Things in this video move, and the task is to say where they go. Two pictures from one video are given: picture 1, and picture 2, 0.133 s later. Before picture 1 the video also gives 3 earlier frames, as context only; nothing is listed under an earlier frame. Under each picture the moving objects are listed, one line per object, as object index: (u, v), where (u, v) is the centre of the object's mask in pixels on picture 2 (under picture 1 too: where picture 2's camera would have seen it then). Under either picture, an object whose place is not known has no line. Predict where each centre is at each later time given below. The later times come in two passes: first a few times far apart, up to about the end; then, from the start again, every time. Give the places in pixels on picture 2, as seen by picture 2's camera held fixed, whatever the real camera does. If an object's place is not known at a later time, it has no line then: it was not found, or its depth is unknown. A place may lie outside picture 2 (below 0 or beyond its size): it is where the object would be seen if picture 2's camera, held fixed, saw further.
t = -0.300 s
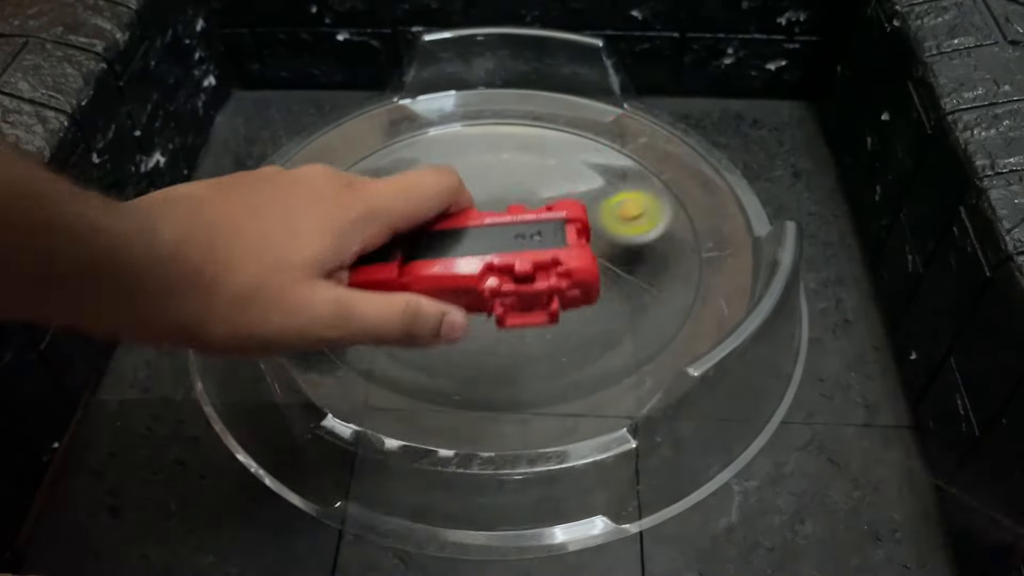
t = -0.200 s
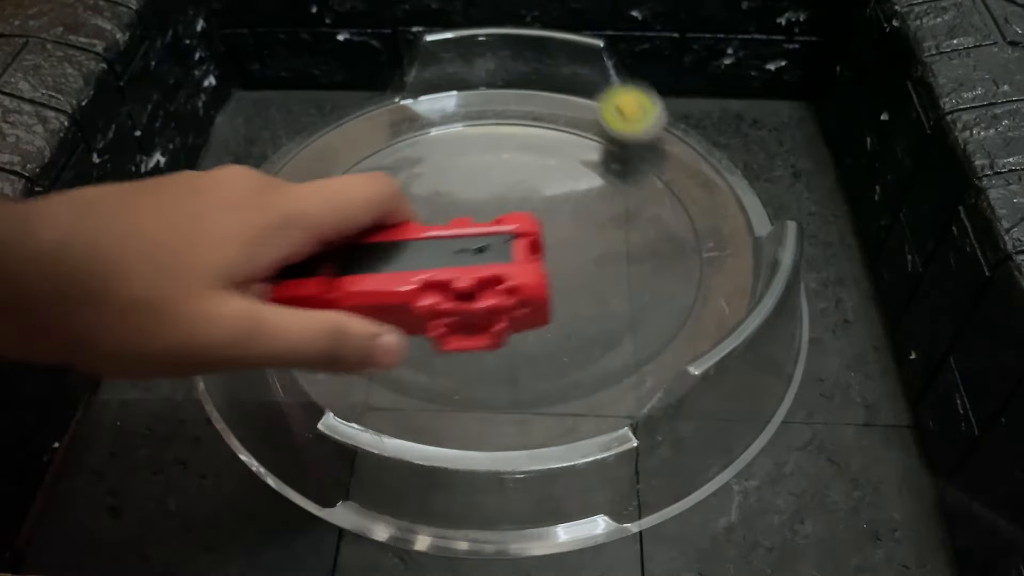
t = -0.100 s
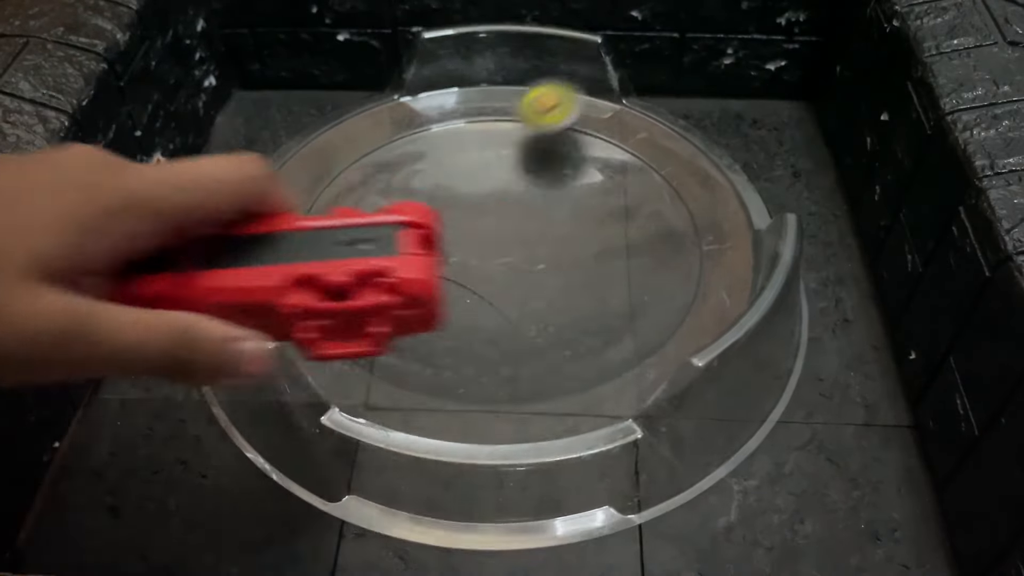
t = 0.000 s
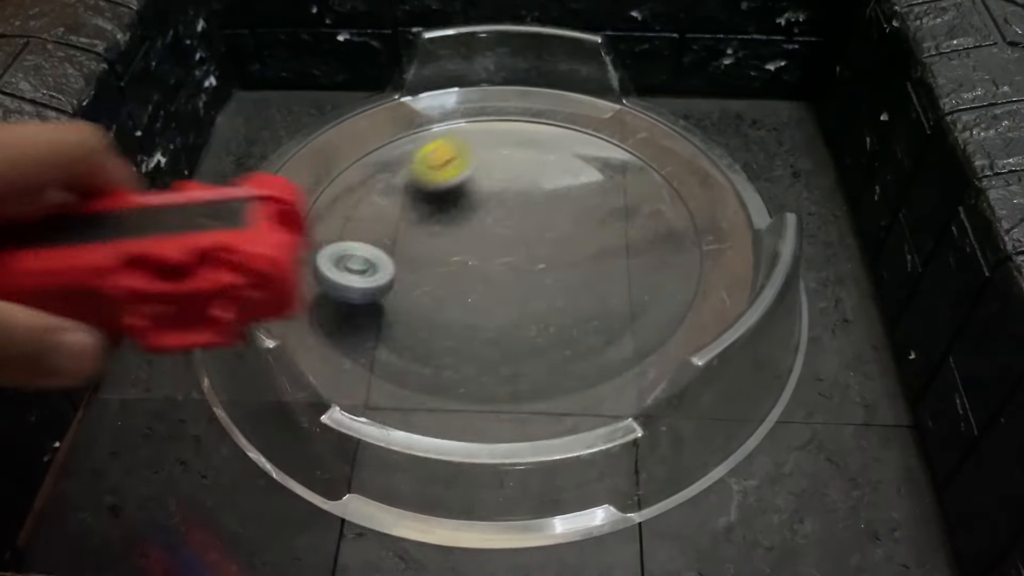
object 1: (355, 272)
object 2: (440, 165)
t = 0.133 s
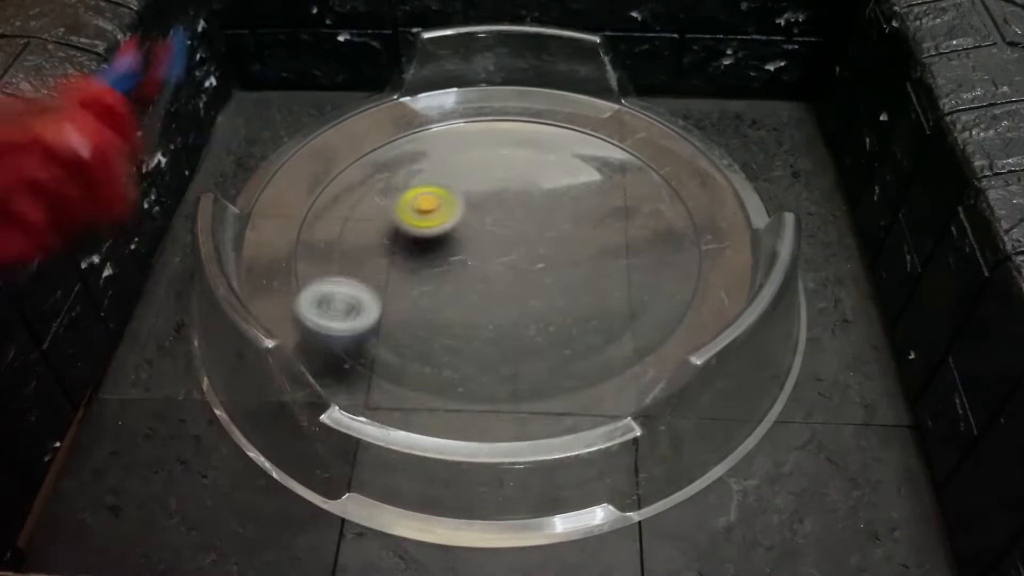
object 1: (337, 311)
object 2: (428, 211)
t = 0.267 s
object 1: (383, 360)
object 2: (510, 245)
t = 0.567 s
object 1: (500, 240)
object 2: (590, 117)
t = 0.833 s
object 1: (393, 165)
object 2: (296, 156)
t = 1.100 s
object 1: (377, 200)
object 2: (532, 379)
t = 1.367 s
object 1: (451, 231)
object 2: (667, 118)
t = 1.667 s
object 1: (463, 225)
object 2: (555, 129)
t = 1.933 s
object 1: (538, 291)
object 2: (403, 179)
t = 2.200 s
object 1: (693, 226)
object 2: (504, 324)
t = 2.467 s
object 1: (542, 81)
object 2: (712, 262)
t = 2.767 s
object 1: (238, 176)
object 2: (610, 384)
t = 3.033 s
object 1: (209, 173)
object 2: (616, 357)
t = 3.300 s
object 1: (214, 173)
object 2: (497, 262)
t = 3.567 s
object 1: (215, 174)
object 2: (316, 278)
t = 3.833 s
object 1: (214, 173)
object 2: (467, 304)
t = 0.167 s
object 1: (333, 329)
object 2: (449, 215)
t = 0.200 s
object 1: (340, 350)
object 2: (467, 223)
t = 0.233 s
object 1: (362, 358)
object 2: (487, 235)
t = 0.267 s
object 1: (383, 360)
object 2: (510, 245)
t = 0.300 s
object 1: (402, 359)
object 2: (538, 250)
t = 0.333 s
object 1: (422, 354)
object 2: (566, 246)
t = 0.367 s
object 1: (441, 344)
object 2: (592, 237)
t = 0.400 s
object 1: (458, 333)
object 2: (613, 222)
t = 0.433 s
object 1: (475, 318)
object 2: (626, 203)
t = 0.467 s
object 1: (488, 302)
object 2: (631, 180)
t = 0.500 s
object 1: (498, 282)
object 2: (628, 157)
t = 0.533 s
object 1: (501, 261)
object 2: (617, 135)
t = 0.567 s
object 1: (500, 240)
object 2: (590, 117)
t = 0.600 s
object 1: (495, 217)
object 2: (555, 106)
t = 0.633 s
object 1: (486, 197)
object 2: (514, 100)
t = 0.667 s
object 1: (470, 176)
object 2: (473, 104)
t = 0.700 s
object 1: (453, 167)
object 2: (426, 106)
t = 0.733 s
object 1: (435, 166)
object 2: (383, 106)
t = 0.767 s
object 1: (419, 166)
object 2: (347, 117)
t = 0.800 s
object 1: (406, 165)
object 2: (316, 134)
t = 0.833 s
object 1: (393, 165)
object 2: (296, 156)
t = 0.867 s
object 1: (384, 167)
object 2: (283, 185)
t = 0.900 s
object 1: (376, 171)
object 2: (280, 218)
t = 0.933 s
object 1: (371, 174)
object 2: (288, 253)
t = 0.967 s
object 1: (369, 177)
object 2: (309, 293)
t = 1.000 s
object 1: (368, 183)
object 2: (346, 328)
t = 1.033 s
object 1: (369, 188)
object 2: (398, 357)
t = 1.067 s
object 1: (373, 194)
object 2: (461, 374)
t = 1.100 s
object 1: (377, 200)
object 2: (532, 379)
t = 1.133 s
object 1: (383, 207)
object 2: (603, 360)
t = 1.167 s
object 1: (390, 213)
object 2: (666, 333)
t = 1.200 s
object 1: (399, 219)
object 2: (702, 296)
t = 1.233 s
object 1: (409, 224)
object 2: (717, 257)
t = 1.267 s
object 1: (420, 228)
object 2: (716, 219)
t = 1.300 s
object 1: (430, 230)
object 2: (707, 182)
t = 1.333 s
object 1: (441, 230)
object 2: (691, 149)
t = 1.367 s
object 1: (451, 231)
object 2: (667, 118)
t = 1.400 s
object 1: (461, 230)
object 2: (637, 94)
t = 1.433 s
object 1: (470, 228)
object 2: (622, 84)
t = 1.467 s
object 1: (479, 223)
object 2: (610, 89)
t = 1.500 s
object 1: (488, 219)
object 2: (598, 109)
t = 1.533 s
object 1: (497, 214)
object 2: (583, 145)
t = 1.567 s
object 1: (504, 208)
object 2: (560, 160)
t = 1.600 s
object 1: (489, 213)
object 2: (561, 143)
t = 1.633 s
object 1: (474, 220)
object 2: (565, 138)
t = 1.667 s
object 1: (463, 225)
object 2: (555, 129)
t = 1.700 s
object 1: (458, 229)
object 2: (542, 131)
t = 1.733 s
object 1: (458, 232)
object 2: (522, 136)
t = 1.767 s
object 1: (460, 235)
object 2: (500, 145)
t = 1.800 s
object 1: (467, 238)
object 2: (475, 163)
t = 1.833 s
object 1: (476, 240)
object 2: (457, 184)
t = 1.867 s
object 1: (492, 255)
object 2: (438, 188)
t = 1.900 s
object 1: (514, 276)
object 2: (418, 179)
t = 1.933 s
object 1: (538, 291)
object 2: (403, 179)
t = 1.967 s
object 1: (564, 298)
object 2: (390, 188)
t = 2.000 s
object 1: (589, 298)
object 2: (382, 203)
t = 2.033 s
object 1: (614, 292)
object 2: (378, 224)
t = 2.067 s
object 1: (639, 281)
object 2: (383, 249)
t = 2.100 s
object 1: (660, 268)
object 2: (398, 274)
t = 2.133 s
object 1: (675, 255)
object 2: (424, 298)
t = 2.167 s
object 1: (687, 240)
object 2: (461, 315)
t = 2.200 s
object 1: (693, 226)
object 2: (504, 324)
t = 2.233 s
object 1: (687, 213)
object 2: (550, 324)
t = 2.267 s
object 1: (678, 199)
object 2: (596, 315)
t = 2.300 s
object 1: (670, 191)
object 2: (638, 294)
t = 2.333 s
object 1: (660, 182)
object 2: (668, 271)
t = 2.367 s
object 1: (649, 179)
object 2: (690, 242)
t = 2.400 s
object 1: (637, 173)
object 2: (693, 211)
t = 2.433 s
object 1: (590, 126)
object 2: (721, 234)
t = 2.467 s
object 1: (542, 81)
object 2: (712, 262)
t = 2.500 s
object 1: (487, 65)
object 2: (693, 304)
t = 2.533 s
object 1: (430, 77)
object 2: (661, 332)
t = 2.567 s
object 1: (379, 102)
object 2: (637, 346)
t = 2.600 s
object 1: (337, 109)
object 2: (619, 357)
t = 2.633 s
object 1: (300, 126)
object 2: (609, 363)
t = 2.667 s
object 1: (276, 138)
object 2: (604, 371)
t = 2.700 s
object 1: (255, 159)
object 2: (604, 375)
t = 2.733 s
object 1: (242, 175)
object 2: (607, 382)
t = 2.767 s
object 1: (238, 176)
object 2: (610, 384)
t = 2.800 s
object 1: (239, 178)
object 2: (613, 382)
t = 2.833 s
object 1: (235, 174)
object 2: (616, 382)
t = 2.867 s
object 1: (229, 169)
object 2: (618, 382)
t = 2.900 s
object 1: (224, 171)
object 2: (619, 382)
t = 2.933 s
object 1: (215, 169)
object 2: (619, 379)
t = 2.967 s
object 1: (205, 169)
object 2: (620, 374)
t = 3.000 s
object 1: (210, 181)
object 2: (620, 367)
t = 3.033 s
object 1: (209, 173)
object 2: (616, 357)
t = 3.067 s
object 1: (212, 171)
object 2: (610, 347)
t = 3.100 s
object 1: (216, 174)
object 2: (604, 337)
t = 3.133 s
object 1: (215, 171)
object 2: (595, 322)
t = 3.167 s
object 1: (215, 173)
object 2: (585, 307)
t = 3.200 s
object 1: (214, 174)
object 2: (566, 293)
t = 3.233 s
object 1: (215, 173)
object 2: (546, 280)
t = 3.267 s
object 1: (215, 173)
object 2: (522, 270)
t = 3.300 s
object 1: (214, 173)
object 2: (497, 262)
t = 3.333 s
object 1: (215, 173)
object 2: (471, 257)
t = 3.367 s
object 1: (216, 173)
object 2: (444, 254)
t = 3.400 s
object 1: (215, 173)
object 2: (417, 253)
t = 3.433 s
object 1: (215, 173)
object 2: (392, 254)
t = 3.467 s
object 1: (216, 174)
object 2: (369, 257)
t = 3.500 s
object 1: (216, 173)
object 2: (348, 264)
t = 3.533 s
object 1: (215, 173)
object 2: (329, 270)
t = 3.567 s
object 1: (215, 174)
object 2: (316, 278)
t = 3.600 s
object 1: (216, 174)
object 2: (324, 288)
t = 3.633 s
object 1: (216, 173)
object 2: (337, 304)
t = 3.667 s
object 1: (214, 173)
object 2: (357, 320)
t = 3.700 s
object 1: (215, 174)
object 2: (381, 331)
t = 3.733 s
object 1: (216, 174)
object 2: (405, 332)
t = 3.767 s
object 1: (216, 173)
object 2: (427, 327)
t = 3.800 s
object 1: (215, 173)
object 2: (450, 318)
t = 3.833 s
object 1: (214, 173)
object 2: (467, 304)
